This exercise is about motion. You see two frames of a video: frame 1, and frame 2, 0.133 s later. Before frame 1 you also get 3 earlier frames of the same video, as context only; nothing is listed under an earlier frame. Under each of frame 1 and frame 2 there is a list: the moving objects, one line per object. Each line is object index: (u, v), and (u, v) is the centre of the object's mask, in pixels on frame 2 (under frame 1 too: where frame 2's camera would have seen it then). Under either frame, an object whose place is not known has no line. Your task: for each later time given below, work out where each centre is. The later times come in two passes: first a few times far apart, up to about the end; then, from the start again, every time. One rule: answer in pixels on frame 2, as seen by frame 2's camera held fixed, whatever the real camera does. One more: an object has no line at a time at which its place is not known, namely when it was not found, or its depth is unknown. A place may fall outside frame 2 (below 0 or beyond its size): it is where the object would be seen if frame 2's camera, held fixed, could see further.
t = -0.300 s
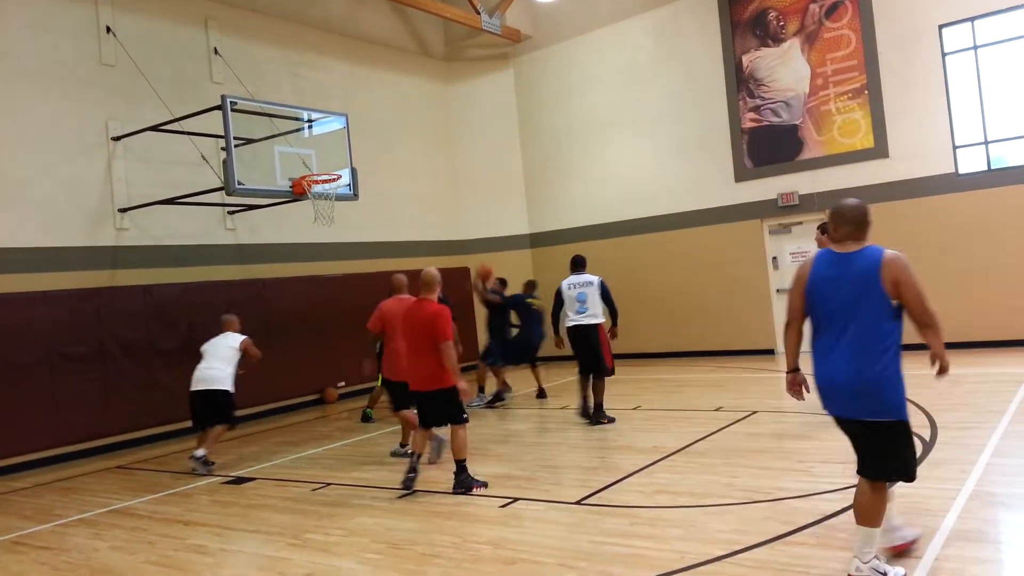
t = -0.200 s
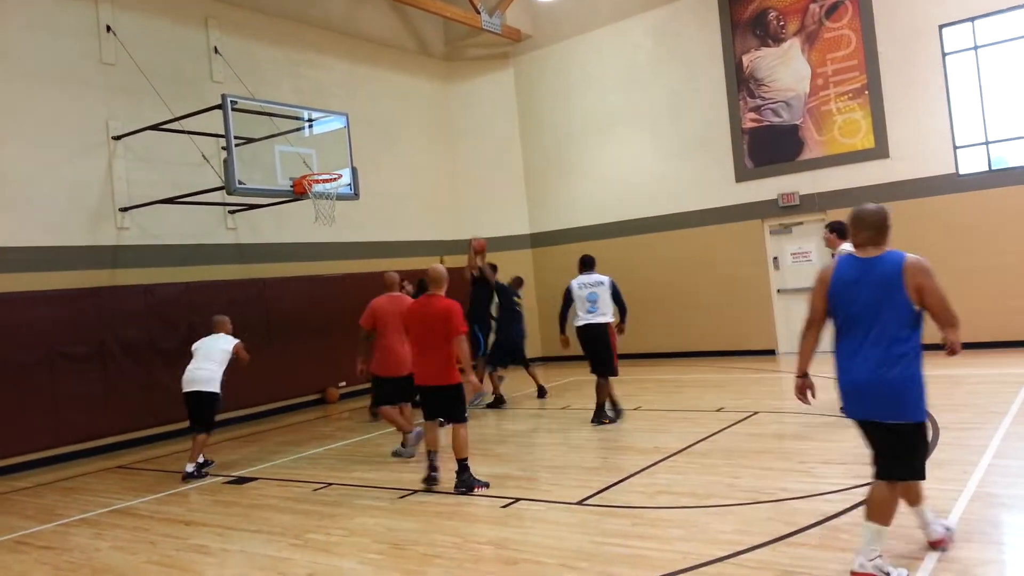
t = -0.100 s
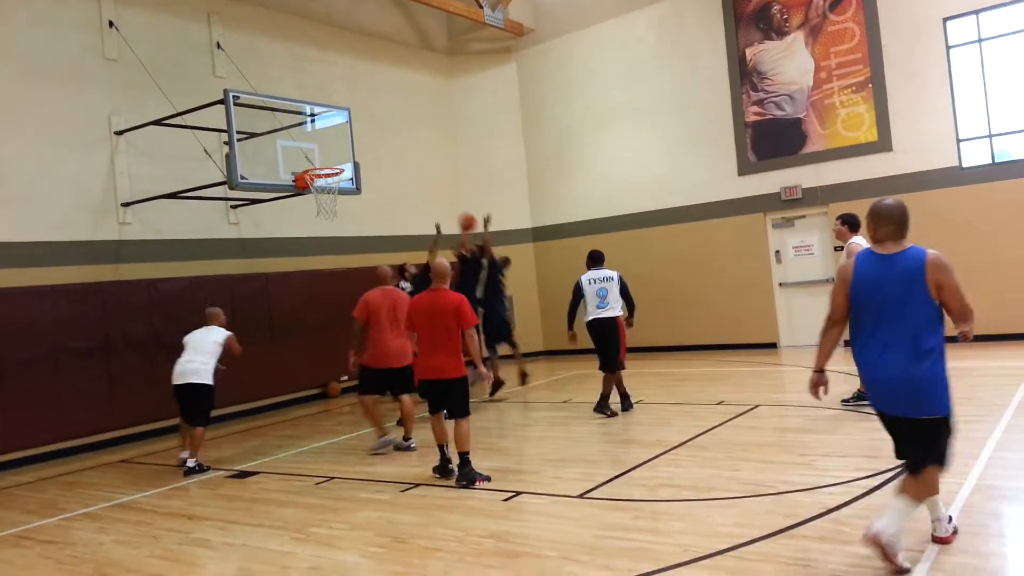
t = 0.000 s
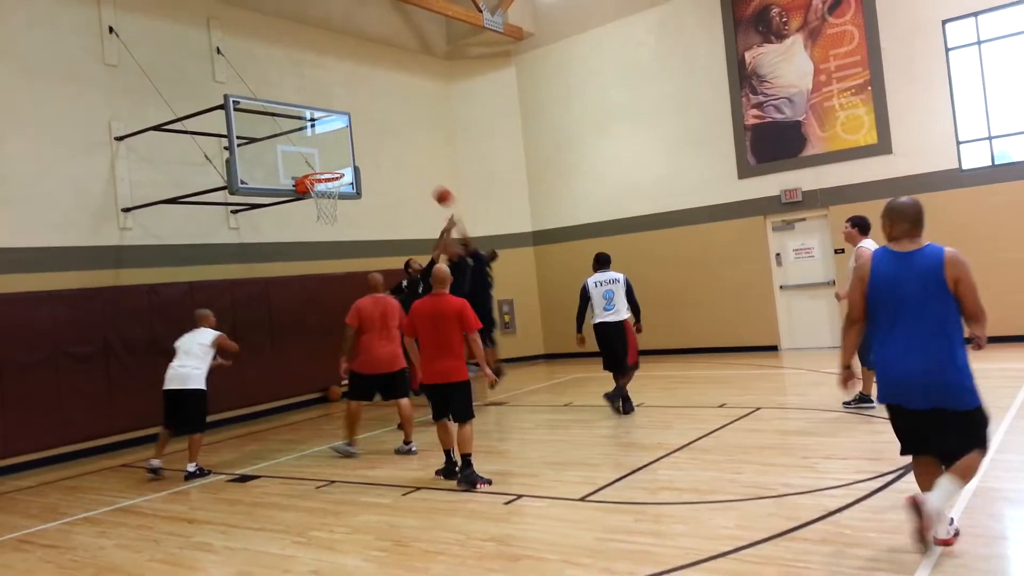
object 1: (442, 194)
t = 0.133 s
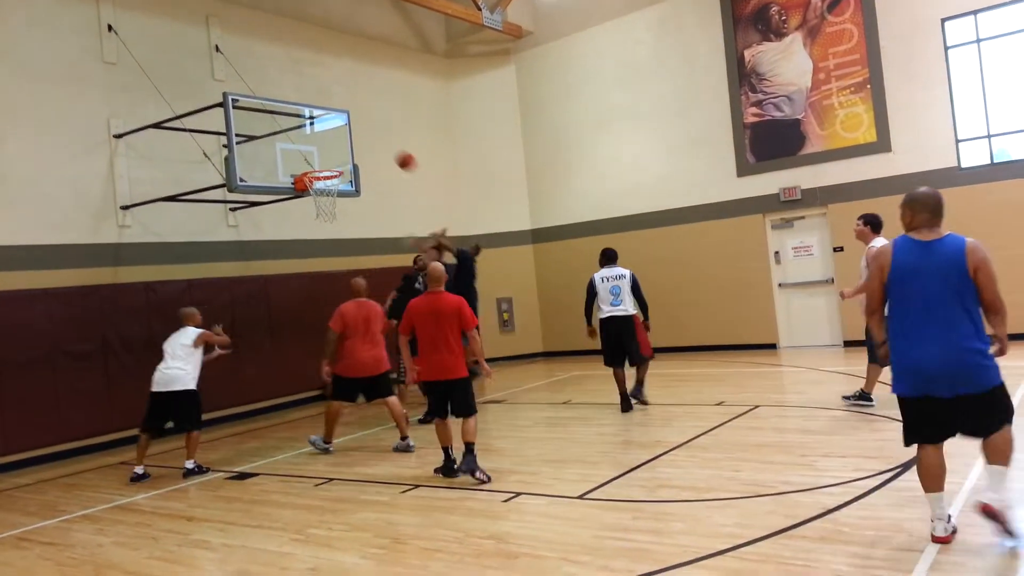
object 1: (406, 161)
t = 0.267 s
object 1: (368, 139)
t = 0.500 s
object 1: (310, 133)
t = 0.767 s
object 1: (298, 173)
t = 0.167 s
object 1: (396, 154)
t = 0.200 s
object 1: (387, 149)
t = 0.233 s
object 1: (377, 144)
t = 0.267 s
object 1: (368, 139)
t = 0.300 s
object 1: (360, 136)
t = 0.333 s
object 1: (350, 133)
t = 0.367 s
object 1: (340, 132)
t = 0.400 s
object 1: (331, 131)
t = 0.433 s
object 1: (321, 132)
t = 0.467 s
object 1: (313, 132)
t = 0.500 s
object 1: (310, 133)
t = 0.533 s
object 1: (308, 134)
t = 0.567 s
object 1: (307, 136)
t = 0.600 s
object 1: (305, 139)
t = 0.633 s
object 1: (304, 144)
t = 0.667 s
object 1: (302, 149)
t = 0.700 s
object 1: (301, 156)
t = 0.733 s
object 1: (300, 162)
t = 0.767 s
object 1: (298, 173)
